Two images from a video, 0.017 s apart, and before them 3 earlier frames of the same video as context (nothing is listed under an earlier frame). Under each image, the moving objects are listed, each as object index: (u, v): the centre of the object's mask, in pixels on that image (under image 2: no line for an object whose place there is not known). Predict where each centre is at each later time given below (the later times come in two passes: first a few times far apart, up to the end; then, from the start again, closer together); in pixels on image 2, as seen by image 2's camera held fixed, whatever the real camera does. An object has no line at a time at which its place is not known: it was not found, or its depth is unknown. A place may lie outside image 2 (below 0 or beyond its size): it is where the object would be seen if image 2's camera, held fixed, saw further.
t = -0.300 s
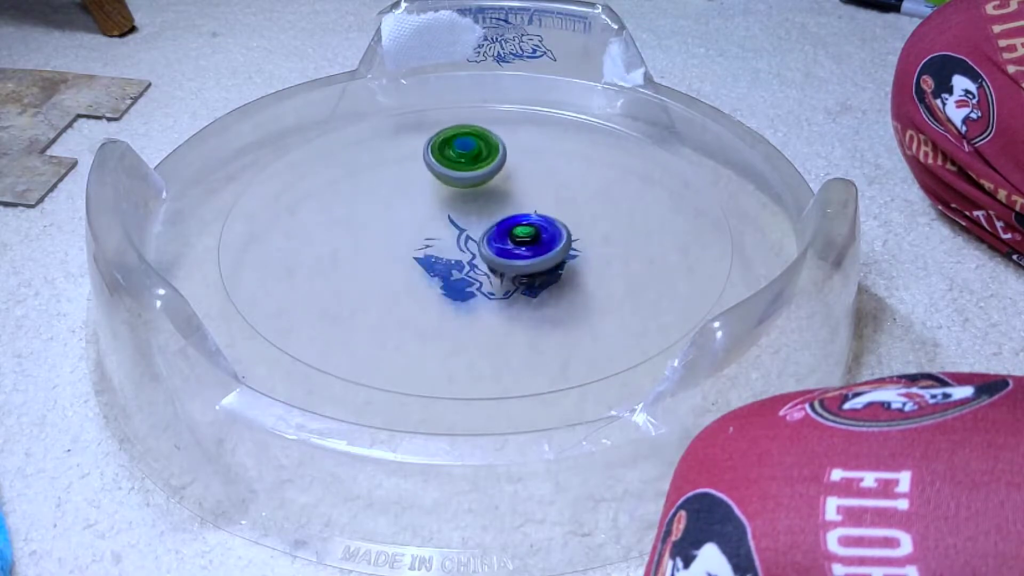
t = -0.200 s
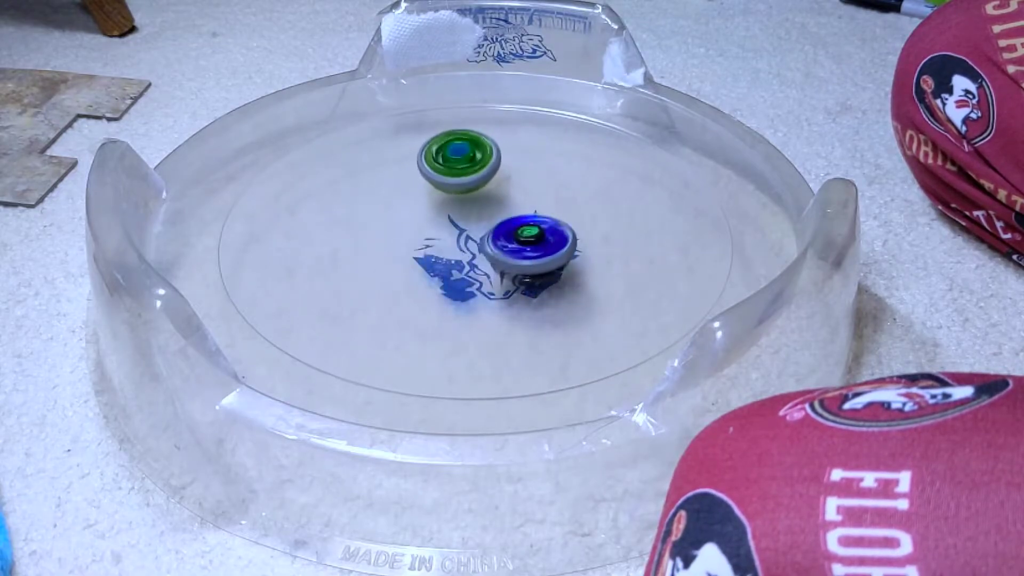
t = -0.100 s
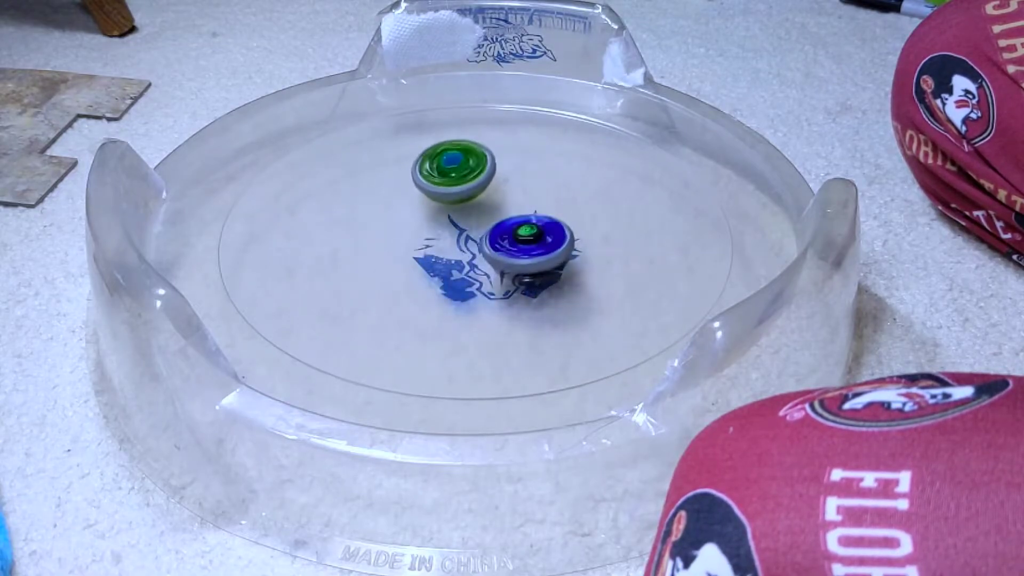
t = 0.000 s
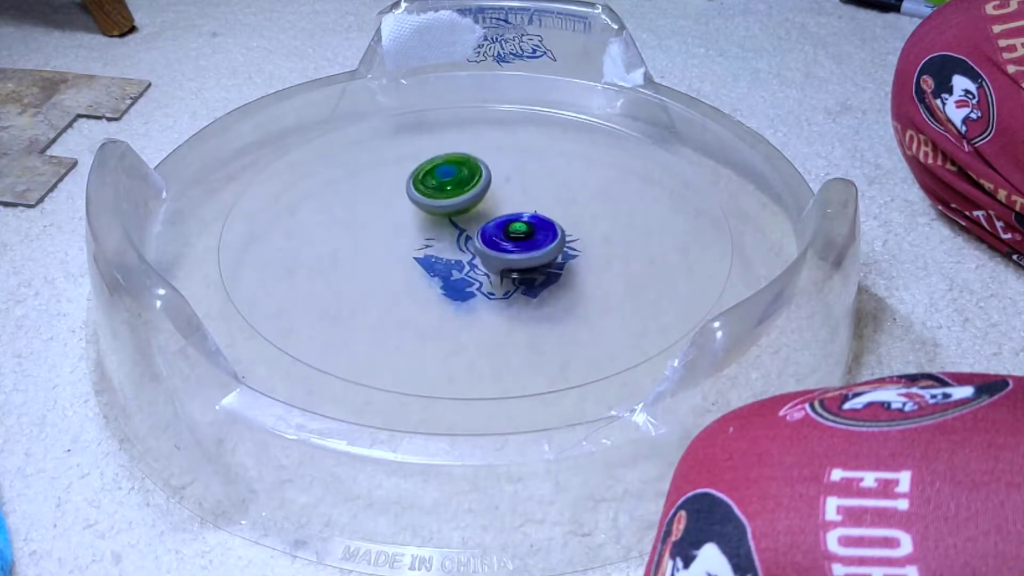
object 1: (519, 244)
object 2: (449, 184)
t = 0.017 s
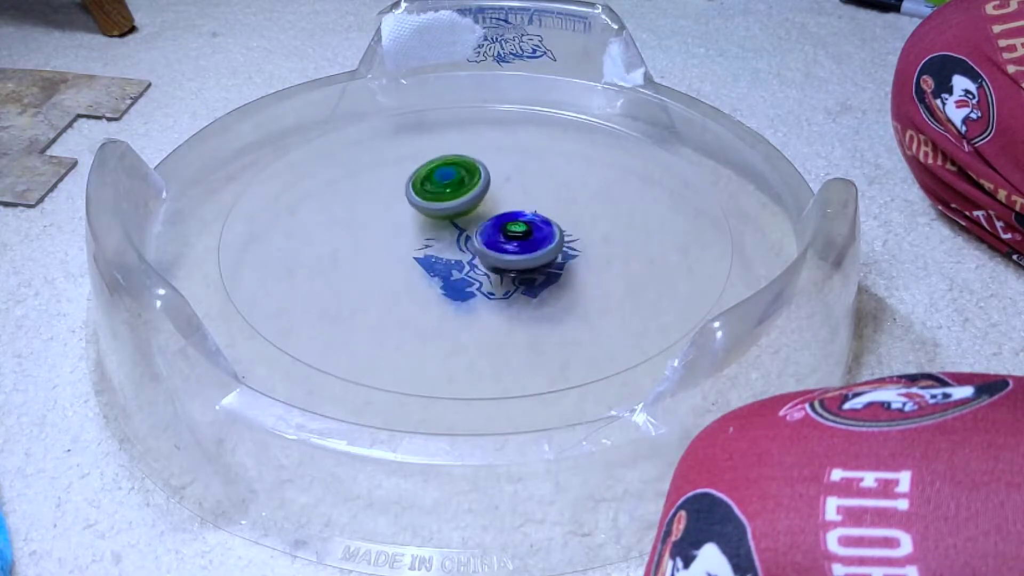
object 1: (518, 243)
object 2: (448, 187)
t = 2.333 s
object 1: (446, 242)
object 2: (557, 245)
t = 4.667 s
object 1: (533, 249)
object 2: (404, 200)
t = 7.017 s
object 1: (448, 203)
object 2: (508, 251)
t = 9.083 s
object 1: (402, 244)
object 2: (572, 207)
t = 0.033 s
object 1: (515, 243)
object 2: (447, 189)
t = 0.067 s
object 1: (511, 243)
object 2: (446, 194)
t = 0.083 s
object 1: (508, 242)
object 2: (445, 197)
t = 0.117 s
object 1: (504, 242)
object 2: (442, 201)
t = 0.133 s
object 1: (505, 242)
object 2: (439, 202)
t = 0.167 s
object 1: (514, 249)
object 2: (427, 198)
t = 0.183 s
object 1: (515, 250)
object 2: (424, 198)
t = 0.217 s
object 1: (519, 254)
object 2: (419, 201)
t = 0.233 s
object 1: (521, 255)
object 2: (416, 202)
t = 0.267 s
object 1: (522, 256)
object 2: (411, 205)
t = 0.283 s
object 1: (522, 257)
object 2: (409, 207)
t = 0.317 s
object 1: (523, 257)
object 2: (404, 209)
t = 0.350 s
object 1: (523, 258)
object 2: (399, 212)
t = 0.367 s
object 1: (524, 259)
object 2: (398, 213)
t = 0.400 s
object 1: (524, 259)
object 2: (394, 216)
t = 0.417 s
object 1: (523, 259)
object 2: (392, 217)
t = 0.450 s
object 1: (523, 259)
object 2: (389, 220)
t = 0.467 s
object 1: (521, 259)
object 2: (387, 221)
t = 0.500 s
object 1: (520, 258)
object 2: (385, 223)
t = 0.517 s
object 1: (516, 257)
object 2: (384, 225)
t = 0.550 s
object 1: (514, 256)
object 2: (382, 227)
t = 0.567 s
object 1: (512, 255)
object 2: (381, 228)
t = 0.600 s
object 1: (509, 254)
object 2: (380, 231)
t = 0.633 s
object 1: (506, 252)
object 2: (380, 234)
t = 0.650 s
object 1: (503, 251)
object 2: (380, 235)
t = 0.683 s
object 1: (500, 249)
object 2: (381, 237)
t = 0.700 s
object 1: (499, 248)
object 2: (381, 238)
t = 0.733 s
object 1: (496, 246)
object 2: (383, 241)
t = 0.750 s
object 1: (495, 245)
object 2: (384, 242)
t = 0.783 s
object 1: (494, 243)
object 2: (386, 244)
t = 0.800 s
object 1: (492, 242)
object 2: (388, 245)
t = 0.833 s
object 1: (489, 239)
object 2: (392, 247)
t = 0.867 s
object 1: (488, 237)
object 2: (394, 250)
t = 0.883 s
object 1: (491, 235)
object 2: (392, 250)
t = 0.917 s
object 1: (492, 231)
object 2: (394, 252)
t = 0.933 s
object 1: (493, 228)
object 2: (396, 253)
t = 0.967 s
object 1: (494, 226)
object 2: (398, 255)
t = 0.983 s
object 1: (494, 224)
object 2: (401, 256)
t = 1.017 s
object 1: (494, 221)
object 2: (405, 258)
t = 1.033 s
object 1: (495, 219)
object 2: (407, 259)
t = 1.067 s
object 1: (497, 216)
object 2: (412, 260)
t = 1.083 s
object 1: (498, 213)
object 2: (415, 261)
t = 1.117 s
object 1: (499, 212)
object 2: (421, 263)
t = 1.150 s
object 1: (499, 208)
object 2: (426, 264)
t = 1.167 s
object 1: (501, 206)
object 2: (430, 264)
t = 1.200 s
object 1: (502, 204)
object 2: (436, 264)
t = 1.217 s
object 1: (503, 203)
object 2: (439, 265)
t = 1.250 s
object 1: (503, 202)
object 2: (446, 265)
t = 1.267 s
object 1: (504, 201)
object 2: (449, 265)
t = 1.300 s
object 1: (505, 198)
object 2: (456, 264)
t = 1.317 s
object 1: (505, 198)
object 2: (459, 264)
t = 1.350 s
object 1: (506, 198)
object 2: (466, 264)
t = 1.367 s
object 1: (506, 198)
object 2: (469, 265)
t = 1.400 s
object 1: (507, 197)
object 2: (476, 264)
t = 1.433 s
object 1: (507, 196)
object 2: (483, 264)
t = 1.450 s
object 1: (507, 197)
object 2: (486, 264)
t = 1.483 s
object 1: (506, 196)
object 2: (493, 263)
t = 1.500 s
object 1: (505, 198)
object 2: (496, 263)
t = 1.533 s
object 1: (504, 198)
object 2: (502, 262)
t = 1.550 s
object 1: (503, 199)
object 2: (505, 262)
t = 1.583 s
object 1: (501, 201)
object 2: (511, 262)
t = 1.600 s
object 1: (500, 202)
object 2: (514, 261)
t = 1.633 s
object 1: (498, 204)
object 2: (520, 260)
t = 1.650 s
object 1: (496, 206)
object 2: (522, 260)
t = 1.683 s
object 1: (494, 208)
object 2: (529, 261)
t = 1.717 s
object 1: (492, 210)
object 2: (534, 262)
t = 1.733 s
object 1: (490, 211)
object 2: (537, 261)
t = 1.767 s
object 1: (488, 212)
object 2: (542, 262)
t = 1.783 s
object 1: (485, 215)
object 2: (544, 262)
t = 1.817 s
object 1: (484, 215)
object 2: (548, 262)
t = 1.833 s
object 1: (482, 217)
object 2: (551, 262)
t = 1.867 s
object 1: (479, 218)
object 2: (553, 262)
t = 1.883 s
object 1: (477, 219)
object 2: (556, 261)
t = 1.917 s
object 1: (474, 220)
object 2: (558, 261)
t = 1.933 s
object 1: (473, 222)
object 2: (559, 261)
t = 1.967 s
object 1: (470, 223)
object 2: (562, 260)
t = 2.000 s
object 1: (467, 225)
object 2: (563, 260)
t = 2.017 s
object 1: (466, 227)
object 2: (563, 260)
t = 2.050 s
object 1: (464, 227)
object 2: (564, 259)
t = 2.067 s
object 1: (462, 229)
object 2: (563, 258)
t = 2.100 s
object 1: (460, 232)
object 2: (564, 257)
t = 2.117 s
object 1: (459, 232)
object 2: (563, 257)
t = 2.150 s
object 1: (457, 234)
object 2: (562, 255)
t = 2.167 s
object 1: (457, 234)
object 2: (561, 255)
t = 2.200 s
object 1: (457, 237)
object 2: (559, 253)
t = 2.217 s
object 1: (456, 238)
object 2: (557, 252)
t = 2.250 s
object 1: (456, 240)
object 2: (554, 251)
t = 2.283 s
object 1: (456, 240)
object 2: (550, 248)
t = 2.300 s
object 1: (456, 242)
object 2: (549, 247)
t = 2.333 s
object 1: (446, 242)
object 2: (557, 245)
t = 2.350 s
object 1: (443, 243)
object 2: (558, 245)
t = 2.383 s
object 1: (441, 242)
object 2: (558, 243)
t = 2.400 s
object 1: (438, 242)
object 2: (558, 241)
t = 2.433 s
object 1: (435, 241)
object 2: (558, 238)
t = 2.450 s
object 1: (433, 241)
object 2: (558, 237)
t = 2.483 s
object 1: (430, 241)
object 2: (558, 235)
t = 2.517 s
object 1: (427, 240)
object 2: (556, 232)
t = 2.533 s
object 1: (427, 240)
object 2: (556, 230)
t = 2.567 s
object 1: (425, 239)
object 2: (555, 228)
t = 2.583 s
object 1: (425, 238)
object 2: (554, 227)
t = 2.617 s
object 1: (425, 237)
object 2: (552, 226)
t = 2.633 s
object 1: (425, 236)
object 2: (552, 221)
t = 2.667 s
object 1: (425, 235)
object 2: (550, 218)
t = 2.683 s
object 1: (426, 235)
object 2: (549, 217)
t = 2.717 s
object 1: (428, 234)
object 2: (547, 215)
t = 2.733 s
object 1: (430, 233)
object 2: (546, 213)
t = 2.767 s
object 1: (433, 232)
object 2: (543, 211)
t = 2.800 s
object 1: (435, 232)
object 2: (540, 209)
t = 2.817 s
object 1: (437, 232)
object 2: (539, 208)
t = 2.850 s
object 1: (442, 231)
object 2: (536, 205)
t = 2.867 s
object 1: (444, 231)
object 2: (535, 204)
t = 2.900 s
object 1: (448, 231)
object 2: (532, 203)
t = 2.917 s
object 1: (447, 231)
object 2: (534, 200)
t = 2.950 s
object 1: (445, 232)
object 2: (538, 197)
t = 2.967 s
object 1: (447, 232)
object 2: (538, 196)
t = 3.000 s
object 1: (449, 233)
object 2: (536, 194)
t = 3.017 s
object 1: (451, 233)
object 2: (536, 193)
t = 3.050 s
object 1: (454, 233)
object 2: (535, 191)
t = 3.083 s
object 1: (457, 234)
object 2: (535, 189)
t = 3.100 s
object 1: (458, 234)
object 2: (534, 188)
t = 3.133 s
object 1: (461, 235)
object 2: (533, 187)
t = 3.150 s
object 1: (462, 235)
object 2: (532, 186)
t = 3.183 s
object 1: (464, 235)
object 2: (531, 185)
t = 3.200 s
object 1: (465, 235)
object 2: (530, 184)
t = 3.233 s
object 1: (468, 236)
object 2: (528, 184)
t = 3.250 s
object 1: (468, 236)
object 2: (527, 183)
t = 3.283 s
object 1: (465, 239)
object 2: (531, 179)
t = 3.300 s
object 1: (465, 240)
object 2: (532, 178)
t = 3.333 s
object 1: (465, 243)
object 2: (531, 177)
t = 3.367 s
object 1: (466, 244)
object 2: (530, 176)
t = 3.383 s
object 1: (466, 245)
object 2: (530, 176)
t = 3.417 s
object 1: (465, 247)
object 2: (528, 176)
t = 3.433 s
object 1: (465, 248)
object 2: (527, 176)
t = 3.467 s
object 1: (465, 250)
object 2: (526, 176)
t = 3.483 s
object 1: (465, 251)
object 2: (525, 177)
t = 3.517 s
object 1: (464, 252)
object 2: (522, 178)
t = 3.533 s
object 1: (464, 252)
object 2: (521, 179)
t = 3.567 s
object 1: (463, 254)
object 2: (518, 181)
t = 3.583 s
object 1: (463, 254)
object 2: (517, 182)
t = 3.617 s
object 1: (463, 255)
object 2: (514, 184)
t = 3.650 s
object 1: (464, 256)
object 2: (510, 187)
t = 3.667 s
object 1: (463, 257)
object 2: (508, 188)
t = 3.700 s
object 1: (464, 256)
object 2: (505, 191)
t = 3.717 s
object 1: (464, 256)
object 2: (502, 192)
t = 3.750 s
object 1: (465, 256)
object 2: (499, 195)
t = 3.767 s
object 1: (465, 256)
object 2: (496, 196)
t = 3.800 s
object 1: (465, 254)
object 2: (492, 198)
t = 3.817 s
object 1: (466, 254)
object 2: (490, 198)
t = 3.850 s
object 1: (466, 254)
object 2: (486, 198)
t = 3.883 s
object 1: (462, 260)
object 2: (484, 196)
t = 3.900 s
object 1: (462, 261)
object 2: (483, 196)
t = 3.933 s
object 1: (462, 263)
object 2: (479, 194)
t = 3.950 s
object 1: (463, 263)
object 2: (476, 196)
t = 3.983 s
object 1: (463, 264)
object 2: (471, 194)
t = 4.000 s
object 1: (463, 264)
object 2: (469, 195)
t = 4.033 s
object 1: (464, 264)
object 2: (464, 194)
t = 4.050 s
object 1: (464, 265)
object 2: (462, 194)
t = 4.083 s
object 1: (465, 264)
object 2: (457, 194)
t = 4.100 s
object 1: (465, 264)
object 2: (455, 194)
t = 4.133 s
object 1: (466, 263)
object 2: (451, 195)
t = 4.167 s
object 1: (466, 263)
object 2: (447, 194)
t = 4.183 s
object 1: (467, 262)
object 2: (444, 195)
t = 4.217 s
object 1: (467, 261)
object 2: (441, 195)
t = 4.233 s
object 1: (468, 259)
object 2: (439, 195)
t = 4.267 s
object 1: (470, 259)
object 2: (435, 196)
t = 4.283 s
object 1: (470, 258)
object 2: (434, 196)
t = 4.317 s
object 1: (474, 253)
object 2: (430, 197)
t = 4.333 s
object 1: (476, 252)
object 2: (429, 198)
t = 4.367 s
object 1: (479, 249)
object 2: (426, 199)
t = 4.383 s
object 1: (479, 248)
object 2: (425, 200)
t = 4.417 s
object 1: (483, 245)
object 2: (423, 202)
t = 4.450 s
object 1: (486, 242)
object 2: (421, 204)
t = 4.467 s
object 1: (488, 241)
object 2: (421, 205)
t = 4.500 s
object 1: (501, 244)
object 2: (414, 202)
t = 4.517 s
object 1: (506, 246)
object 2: (411, 200)
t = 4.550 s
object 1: (512, 247)
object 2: (410, 199)
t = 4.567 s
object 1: (514, 247)
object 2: (409, 199)
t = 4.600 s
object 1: (521, 244)
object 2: (407, 200)
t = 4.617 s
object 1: (525, 245)
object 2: (406, 200)
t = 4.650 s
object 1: (530, 249)
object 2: (404, 200)
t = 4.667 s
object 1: (533, 249)
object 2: (404, 200)
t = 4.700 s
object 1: (539, 250)
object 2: (403, 201)
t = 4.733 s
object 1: (542, 248)
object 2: (403, 202)
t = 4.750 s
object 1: (544, 251)
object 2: (404, 203)
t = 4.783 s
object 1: (548, 249)
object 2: (405, 204)
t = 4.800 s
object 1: (549, 251)
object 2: (406, 205)
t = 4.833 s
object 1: (550, 252)
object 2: (408, 207)
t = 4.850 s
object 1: (551, 252)
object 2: (409, 207)
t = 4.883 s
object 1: (552, 254)
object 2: (412, 210)
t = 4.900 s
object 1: (552, 254)
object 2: (413, 211)
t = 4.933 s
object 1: (552, 255)
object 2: (417, 213)
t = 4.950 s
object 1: (551, 256)
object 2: (418, 215)
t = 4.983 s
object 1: (550, 256)
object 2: (421, 217)
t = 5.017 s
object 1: (547, 255)
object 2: (425, 220)
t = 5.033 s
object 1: (546, 256)
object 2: (427, 222)
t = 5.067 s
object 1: (542, 256)
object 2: (430, 225)
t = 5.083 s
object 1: (541, 256)
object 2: (432, 227)
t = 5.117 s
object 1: (536, 255)
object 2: (435, 230)
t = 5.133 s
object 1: (535, 255)
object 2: (437, 232)
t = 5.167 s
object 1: (531, 253)
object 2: (441, 235)
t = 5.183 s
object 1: (531, 253)
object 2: (441, 236)
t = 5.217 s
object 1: (530, 253)
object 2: (439, 237)
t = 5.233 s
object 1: (533, 252)
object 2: (437, 236)
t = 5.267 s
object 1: (544, 252)
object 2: (426, 236)
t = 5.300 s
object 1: (547, 251)
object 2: (423, 236)
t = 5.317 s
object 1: (548, 250)
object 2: (423, 237)
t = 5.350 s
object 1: (553, 246)
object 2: (419, 238)
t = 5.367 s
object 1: (555, 246)
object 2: (417, 238)
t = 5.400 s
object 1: (556, 245)
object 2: (414, 238)
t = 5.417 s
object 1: (557, 245)
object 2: (412, 239)
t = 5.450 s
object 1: (559, 244)
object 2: (409, 239)
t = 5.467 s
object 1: (559, 243)
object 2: (408, 239)
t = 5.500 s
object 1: (560, 242)
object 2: (406, 239)
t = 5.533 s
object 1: (558, 240)
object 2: (404, 239)
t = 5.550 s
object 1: (558, 240)
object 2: (404, 240)
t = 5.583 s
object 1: (556, 239)
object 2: (403, 239)
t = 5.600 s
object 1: (554, 238)
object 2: (403, 239)
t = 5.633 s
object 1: (552, 238)
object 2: (404, 239)
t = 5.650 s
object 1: (551, 237)
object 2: (405, 239)
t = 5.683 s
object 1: (548, 235)
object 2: (407, 238)
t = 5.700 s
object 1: (547, 235)
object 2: (408, 238)
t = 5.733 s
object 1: (544, 233)
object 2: (410, 238)
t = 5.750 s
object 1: (543, 232)
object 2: (412, 238)
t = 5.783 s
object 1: (539, 230)
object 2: (416, 238)
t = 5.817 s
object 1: (535, 227)
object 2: (421, 238)
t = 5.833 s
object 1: (533, 226)
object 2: (423, 238)
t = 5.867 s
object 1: (530, 224)
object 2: (427, 239)
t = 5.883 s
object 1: (528, 223)
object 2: (429, 239)
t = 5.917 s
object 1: (525, 220)
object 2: (434, 240)
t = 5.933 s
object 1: (524, 219)
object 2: (436, 240)
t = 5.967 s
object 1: (524, 215)
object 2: (437, 241)
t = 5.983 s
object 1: (527, 213)
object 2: (435, 242)
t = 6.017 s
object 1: (529, 208)
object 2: (436, 242)
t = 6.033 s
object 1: (528, 207)
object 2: (438, 243)
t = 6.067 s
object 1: (528, 204)
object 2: (442, 245)
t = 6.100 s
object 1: (530, 200)
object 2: (444, 247)
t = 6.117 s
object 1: (532, 198)
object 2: (446, 247)
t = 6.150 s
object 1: (531, 198)
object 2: (449, 249)
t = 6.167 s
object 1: (532, 196)
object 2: (450, 250)
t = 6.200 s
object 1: (534, 194)
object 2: (453, 252)
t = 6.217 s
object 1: (534, 194)
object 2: (454, 253)
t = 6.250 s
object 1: (536, 192)
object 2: (457, 255)
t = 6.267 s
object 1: (536, 192)
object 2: (459, 256)
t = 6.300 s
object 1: (537, 190)
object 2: (462, 257)
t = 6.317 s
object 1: (538, 191)
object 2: (463, 257)
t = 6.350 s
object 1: (536, 192)
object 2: (466, 259)
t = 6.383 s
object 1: (535, 193)
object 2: (468, 260)
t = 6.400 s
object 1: (534, 194)
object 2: (470, 261)
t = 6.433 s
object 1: (532, 195)
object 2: (472, 262)
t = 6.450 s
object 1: (531, 196)
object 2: (473, 262)
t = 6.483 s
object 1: (528, 197)
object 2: (476, 263)
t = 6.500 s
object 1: (526, 198)
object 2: (477, 263)
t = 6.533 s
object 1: (522, 200)
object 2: (479, 263)
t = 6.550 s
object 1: (521, 201)
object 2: (481, 263)
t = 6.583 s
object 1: (517, 203)
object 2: (483, 264)
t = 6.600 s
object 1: (514, 203)
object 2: (483, 264)
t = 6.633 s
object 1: (509, 205)
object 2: (485, 264)
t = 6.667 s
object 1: (505, 206)
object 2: (488, 264)
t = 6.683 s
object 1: (503, 207)
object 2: (489, 264)
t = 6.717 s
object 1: (497, 207)
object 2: (490, 263)
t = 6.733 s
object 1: (494, 208)
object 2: (491, 263)
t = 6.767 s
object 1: (490, 208)
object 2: (493, 262)
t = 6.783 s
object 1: (484, 207)
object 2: (494, 262)
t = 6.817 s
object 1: (478, 207)
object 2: (496, 261)
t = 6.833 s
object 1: (475, 207)
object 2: (497, 261)
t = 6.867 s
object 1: (469, 207)
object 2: (499, 260)
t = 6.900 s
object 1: (464, 206)
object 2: (500, 259)
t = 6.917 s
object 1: (461, 206)
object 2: (501, 259)
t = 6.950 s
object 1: (456, 205)
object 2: (503, 257)
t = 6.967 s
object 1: (454, 205)
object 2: (504, 257)
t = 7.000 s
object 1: (450, 204)
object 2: (507, 252)
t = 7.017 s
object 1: (448, 203)
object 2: (508, 251)
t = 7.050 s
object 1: (444, 203)
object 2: (510, 249)
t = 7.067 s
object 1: (442, 201)
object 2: (511, 248)
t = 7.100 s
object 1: (440, 199)
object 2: (513, 246)
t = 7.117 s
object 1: (438, 199)
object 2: (514, 246)
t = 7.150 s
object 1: (436, 197)
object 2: (516, 244)
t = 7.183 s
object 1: (434, 195)
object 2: (518, 242)
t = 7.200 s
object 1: (434, 196)
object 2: (519, 241)
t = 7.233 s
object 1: (433, 197)
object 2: (521, 239)
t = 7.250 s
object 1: (432, 195)
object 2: (521, 238)
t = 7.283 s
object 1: (435, 196)
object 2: (523, 236)
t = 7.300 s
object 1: (435, 198)
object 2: (524, 235)
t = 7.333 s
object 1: (434, 198)
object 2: (526, 233)
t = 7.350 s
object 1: (436, 199)
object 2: (527, 233)
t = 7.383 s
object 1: (439, 201)
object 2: (528, 231)
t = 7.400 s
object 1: (440, 203)
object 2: (528, 230)
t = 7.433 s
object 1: (441, 206)
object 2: (530, 229)
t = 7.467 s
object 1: (442, 207)
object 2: (530, 228)
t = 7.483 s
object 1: (444, 209)
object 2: (531, 228)
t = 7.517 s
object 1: (439, 210)
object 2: (537, 227)
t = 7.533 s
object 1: (436, 210)
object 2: (541, 227)
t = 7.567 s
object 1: (435, 211)
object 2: (544, 228)
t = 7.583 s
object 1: (436, 212)
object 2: (545, 227)
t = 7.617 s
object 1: (435, 215)
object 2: (548, 227)
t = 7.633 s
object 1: (434, 217)
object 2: (550, 227)
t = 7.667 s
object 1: (432, 218)
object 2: (552, 227)
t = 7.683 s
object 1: (432, 220)
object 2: (552, 228)
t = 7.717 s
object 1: (430, 221)
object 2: (554, 228)
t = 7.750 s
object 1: (429, 224)
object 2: (554, 229)
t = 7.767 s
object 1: (429, 225)
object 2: (554, 229)
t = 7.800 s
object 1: (428, 226)
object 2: (554, 230)
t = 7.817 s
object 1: (429, 226)
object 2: (553, 230)
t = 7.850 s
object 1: (428, 229)
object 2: (551, 231)
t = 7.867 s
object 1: (429, 230)
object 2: (550, 231)
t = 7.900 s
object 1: (430, 232)
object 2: (548, 234)
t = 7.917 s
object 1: (431, 235)
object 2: (547, 234)
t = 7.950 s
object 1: (433, 237)
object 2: (543, 235)
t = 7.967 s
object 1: (434, 238)
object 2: (542, 234)
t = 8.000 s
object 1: (436, 239)
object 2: (538, 235)
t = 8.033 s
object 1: (438, 240)
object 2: (534, 235)
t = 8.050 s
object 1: (439, 240)
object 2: (532, 235)
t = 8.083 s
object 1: (438, 242)
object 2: (531, 234)
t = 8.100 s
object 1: (438, 242)
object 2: (530, 233)
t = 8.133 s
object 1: (430, 244)
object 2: (535, 230)
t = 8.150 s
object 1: (429, 244)
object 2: (535, 229)
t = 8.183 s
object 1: (428, 244)
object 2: (534, 227)
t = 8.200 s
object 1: (427, 244)
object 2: (534, 226)
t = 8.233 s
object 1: (424, 244)
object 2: (535, 227)
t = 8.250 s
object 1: (422, 244)
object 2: (535, 226)
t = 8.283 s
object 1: (420, 244)
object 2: (534, 224)
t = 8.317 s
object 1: (422, 243)
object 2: (534, 223)
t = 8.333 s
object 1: (421, 242)
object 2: (534, 223)
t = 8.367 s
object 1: (420, 241)
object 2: (534, 222)
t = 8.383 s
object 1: (421, 240)
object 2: (533, 221)
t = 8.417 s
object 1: (424, 239)
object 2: (532, 217)
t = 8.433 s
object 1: (425, 238)
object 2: (532, 216)
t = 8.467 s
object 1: (427, 238)
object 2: (531, 215)
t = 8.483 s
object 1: (428, 237)
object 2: (530, 215)
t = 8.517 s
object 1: (432, 237)
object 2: (529, 214)
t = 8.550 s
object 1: (437, 237)
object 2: (528, 213)
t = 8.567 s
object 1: (439, 237)
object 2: (527, 212)
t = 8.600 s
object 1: (442, 237)
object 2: (525, 212)
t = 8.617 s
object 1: (443, 237)
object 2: (525, 211)
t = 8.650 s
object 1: (417, 242)
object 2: (550, 205)
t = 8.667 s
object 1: (404, 240)
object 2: (559, 202)
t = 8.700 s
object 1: (391, 244)
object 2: (571, 200)
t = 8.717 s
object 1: (387, 244)
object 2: (574, 199)
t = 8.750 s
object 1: (386, 244)
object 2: (579, 196)
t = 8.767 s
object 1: (387, 244)
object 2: (581, 196)
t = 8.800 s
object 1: (388, 244)
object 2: (582, 195)
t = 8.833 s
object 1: (388, 243)
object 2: (584, 195)
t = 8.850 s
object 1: (388, 244)
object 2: (585, 194)
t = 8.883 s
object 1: (385, 243)
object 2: (587, 195)
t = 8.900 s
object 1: (384, 242)
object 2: (587, 196)
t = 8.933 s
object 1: (387, 240)
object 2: (586, 197)
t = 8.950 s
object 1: (389, 241)
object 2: (586, 197)
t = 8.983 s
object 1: (394, 242)
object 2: (585, 199)
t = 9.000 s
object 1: (396, 242)
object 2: (584, 200)
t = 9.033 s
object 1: (398, 245)
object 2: (580, 203)
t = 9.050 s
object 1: (399, 245)
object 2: (577, 204)
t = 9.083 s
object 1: (402, 244)
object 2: (572, 207)
